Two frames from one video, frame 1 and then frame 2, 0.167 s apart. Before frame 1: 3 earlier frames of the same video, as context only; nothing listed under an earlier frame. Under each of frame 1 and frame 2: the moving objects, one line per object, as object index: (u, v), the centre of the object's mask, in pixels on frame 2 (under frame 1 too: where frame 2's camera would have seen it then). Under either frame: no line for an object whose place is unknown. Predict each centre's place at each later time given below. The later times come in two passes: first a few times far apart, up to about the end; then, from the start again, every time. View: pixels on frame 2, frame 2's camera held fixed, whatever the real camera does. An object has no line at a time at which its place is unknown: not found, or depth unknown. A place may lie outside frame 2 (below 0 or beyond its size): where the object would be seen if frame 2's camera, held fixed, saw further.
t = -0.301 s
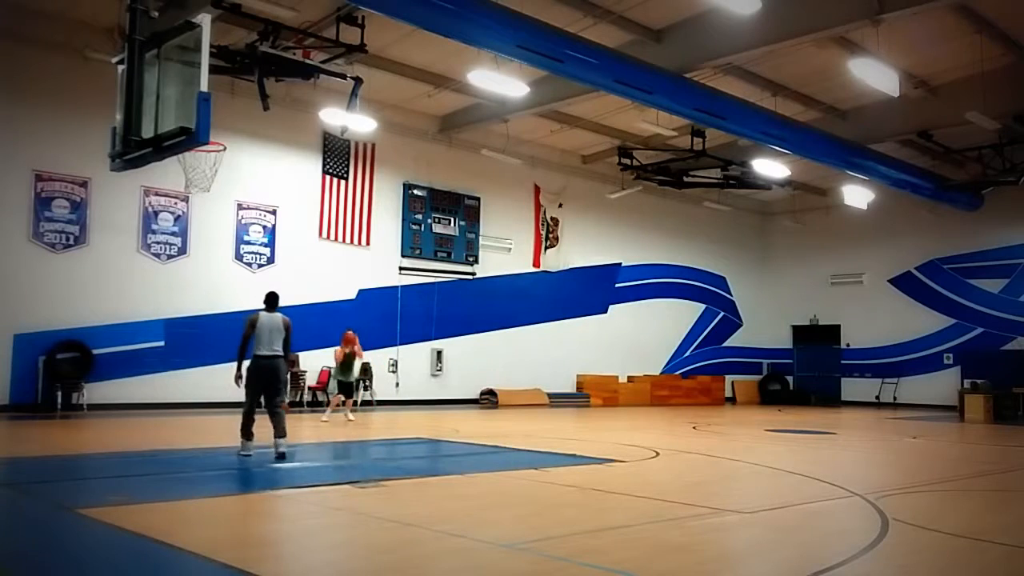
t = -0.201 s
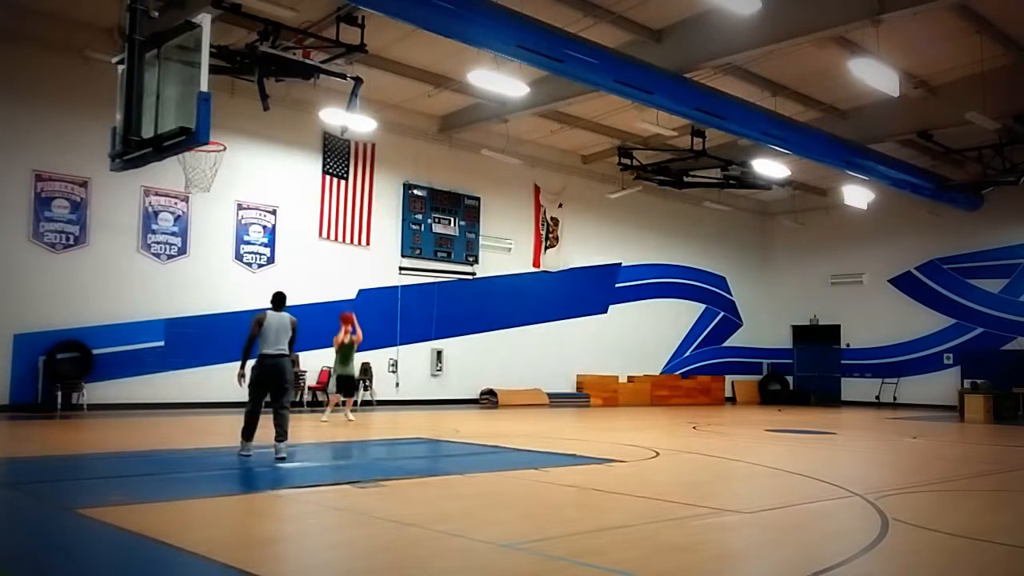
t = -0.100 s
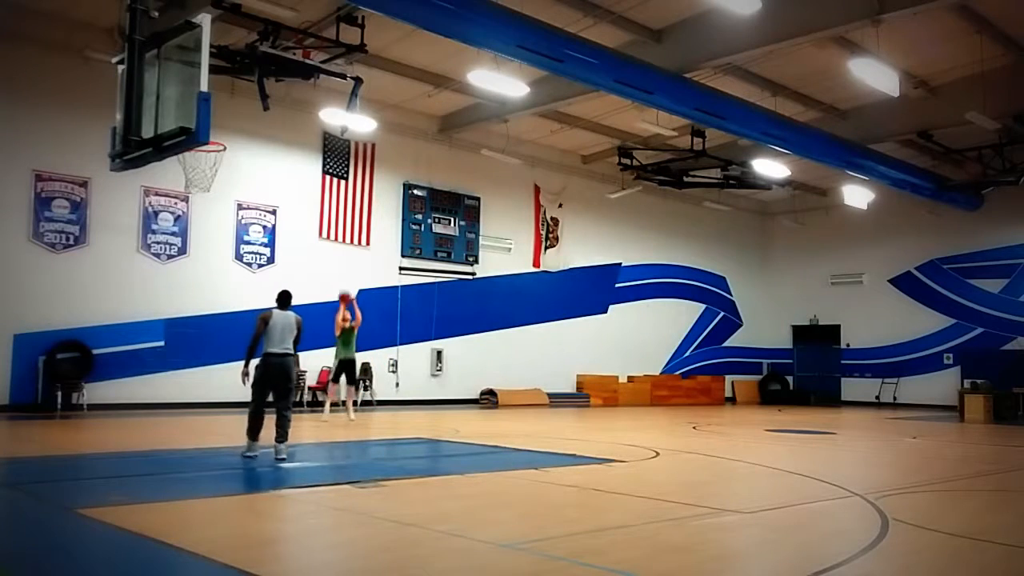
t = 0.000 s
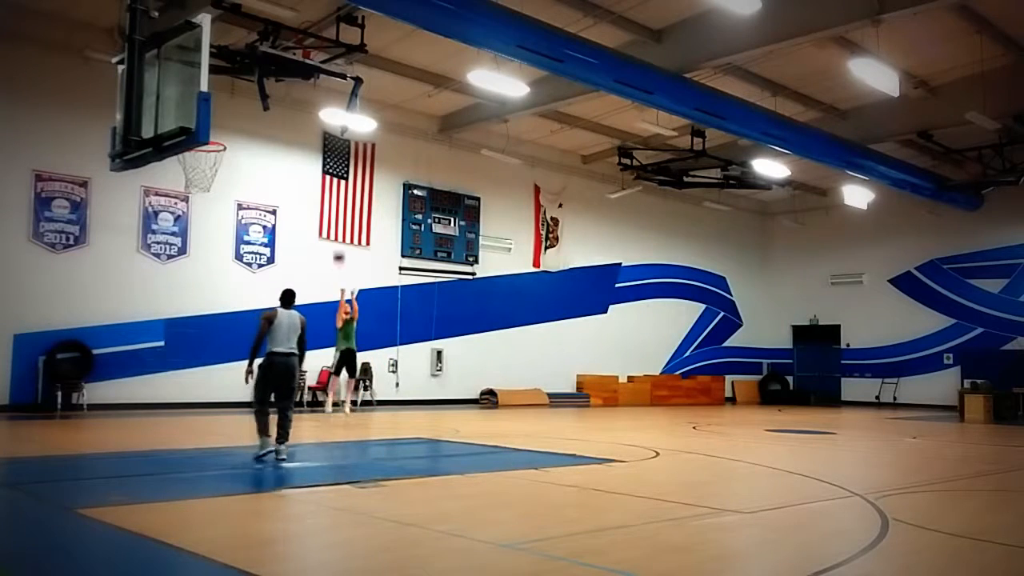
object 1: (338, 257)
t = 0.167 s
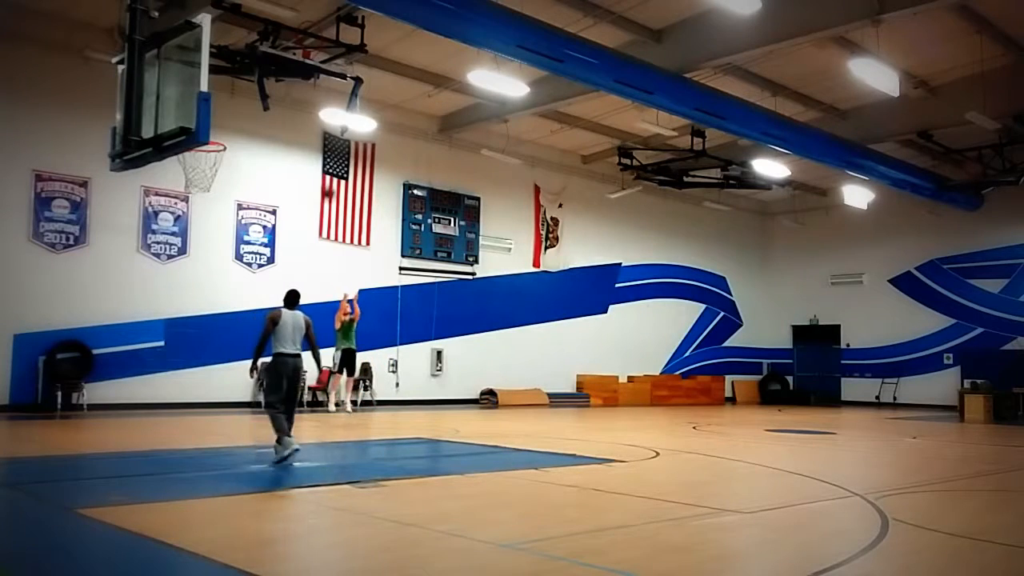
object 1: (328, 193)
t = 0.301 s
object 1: (318, 149)
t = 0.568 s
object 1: (295, 88)
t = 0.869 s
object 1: (265, 73)
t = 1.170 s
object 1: (227, 130)
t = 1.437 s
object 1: (254, 78)
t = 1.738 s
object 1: (284, 112)
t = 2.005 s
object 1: (314, 248)
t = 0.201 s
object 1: (326, 181)
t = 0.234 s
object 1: (324, 169)
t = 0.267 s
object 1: (322, 160)
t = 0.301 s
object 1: (318, 149)
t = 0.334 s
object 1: (315, 140)
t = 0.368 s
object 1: (313, 131)
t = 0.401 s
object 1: (310, 123)
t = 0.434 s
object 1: (307, 115)
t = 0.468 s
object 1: (304, 106)
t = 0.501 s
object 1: (302, 100)
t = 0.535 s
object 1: (298, 94)
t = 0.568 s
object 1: (295, 88)
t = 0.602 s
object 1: (293, 84)
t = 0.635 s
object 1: (290, 80)
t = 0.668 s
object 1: (285, 75)
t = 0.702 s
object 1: (284, 73)
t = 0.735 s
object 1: (279, 71)
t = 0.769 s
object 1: (274, 71)
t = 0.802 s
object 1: (272, 71)
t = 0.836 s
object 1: (270, 72)
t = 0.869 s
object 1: (265, 73)
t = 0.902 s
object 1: (262, 75)
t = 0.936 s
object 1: (258, 79)
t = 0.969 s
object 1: (253, 86)
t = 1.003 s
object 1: (248, 90)
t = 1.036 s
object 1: (244, 98)
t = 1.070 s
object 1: (239, 107)
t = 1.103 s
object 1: (234, 116)
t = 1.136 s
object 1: (230, 127)
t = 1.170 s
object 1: (227, 130)
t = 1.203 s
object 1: (230, 121)
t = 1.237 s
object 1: (234, 112)
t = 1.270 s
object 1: (237, 104)
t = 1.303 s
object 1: (240, 97)
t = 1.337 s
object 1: (243, 90)
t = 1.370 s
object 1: (247, 85)
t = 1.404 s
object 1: (251, 81)
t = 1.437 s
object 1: (254, 78)
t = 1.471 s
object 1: (257, 77)
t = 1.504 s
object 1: (261, 77)
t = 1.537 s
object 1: (264, 78)
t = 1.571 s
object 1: (267, 79)
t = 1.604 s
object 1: (270, 83)
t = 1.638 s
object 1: (273, 88)
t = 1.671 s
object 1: (278, 94)
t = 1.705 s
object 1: (281, 103)
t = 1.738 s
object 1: (284, 112)
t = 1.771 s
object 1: (288, 123)
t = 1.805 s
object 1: (291, 135)
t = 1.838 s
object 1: (295, 148)
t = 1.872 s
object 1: (300, 165)
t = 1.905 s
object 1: (303, 183)
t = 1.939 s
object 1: (307, 203)
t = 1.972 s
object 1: (311, 224)
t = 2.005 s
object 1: (314, 248)
